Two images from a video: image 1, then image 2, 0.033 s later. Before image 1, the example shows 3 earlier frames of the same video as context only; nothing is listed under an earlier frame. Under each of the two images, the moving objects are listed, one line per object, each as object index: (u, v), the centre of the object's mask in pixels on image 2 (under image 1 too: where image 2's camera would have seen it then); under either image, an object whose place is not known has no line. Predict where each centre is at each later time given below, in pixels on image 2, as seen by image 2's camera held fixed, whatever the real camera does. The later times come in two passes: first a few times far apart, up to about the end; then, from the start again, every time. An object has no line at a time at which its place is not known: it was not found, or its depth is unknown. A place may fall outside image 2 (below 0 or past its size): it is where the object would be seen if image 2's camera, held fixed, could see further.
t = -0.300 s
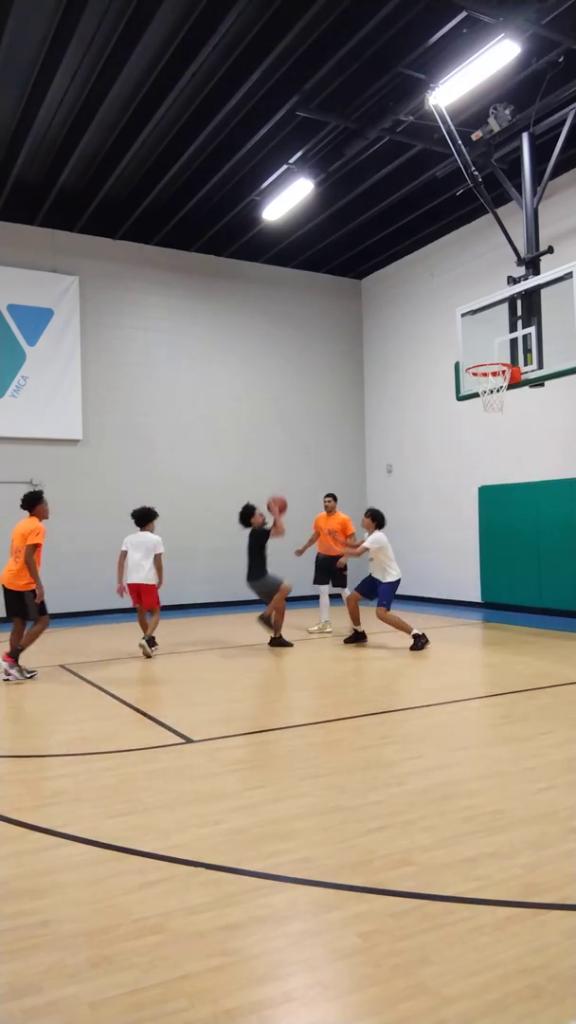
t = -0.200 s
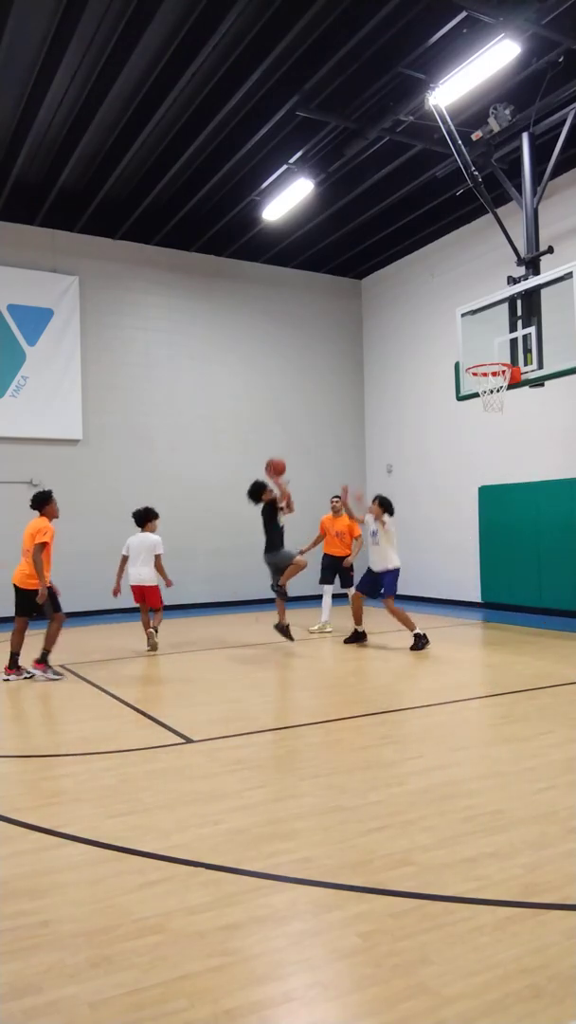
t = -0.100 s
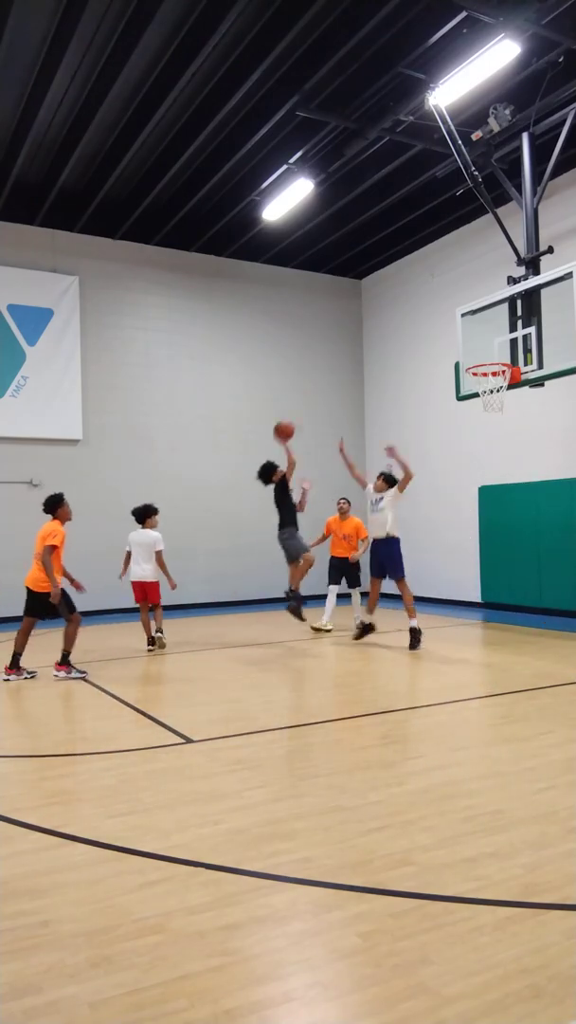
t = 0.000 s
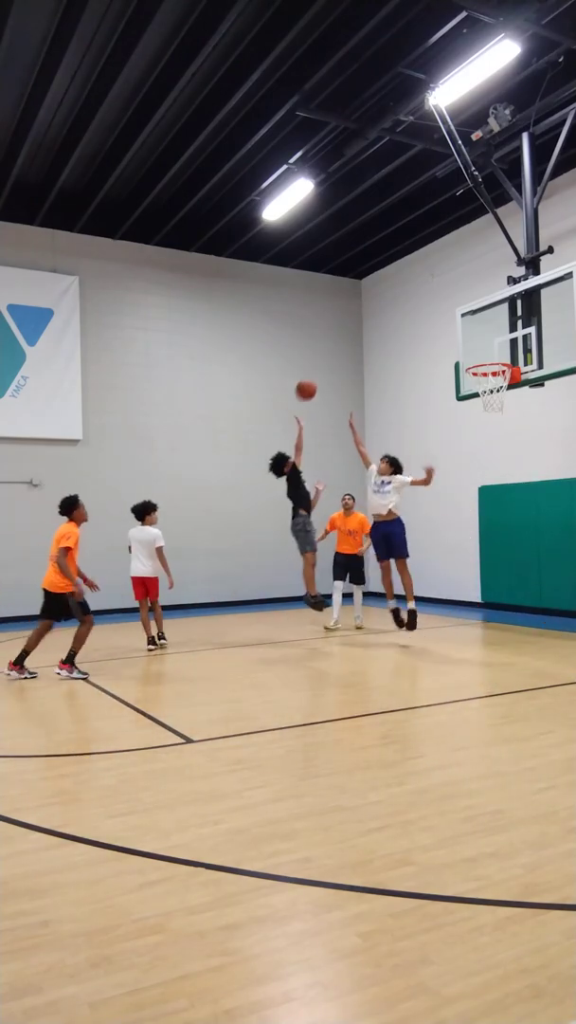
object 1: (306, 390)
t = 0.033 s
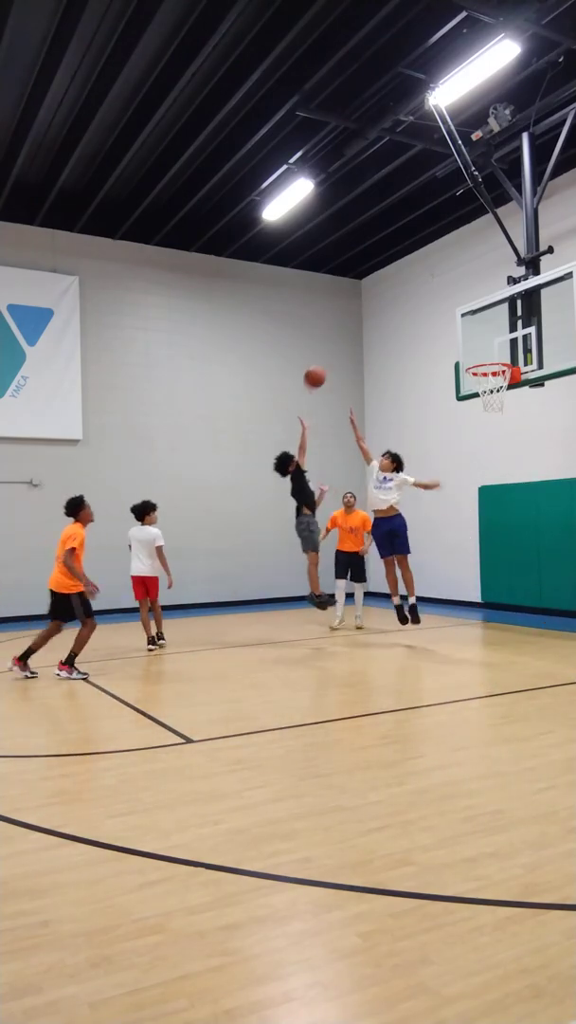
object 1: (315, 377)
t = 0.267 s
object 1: (374, 320)
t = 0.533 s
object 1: (444, 313)
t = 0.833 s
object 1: (509, 341)
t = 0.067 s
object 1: (323, 366)
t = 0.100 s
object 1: (331, 356)
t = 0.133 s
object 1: (339, 347)
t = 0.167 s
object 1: (348, 338)
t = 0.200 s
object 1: (357, 331)
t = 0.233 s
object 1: (366, 325)
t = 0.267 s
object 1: (374, 320)
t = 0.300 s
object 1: (383, 315)
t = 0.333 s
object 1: (391, 312)
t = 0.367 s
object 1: (400, 310)
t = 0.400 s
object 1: (408, 308)
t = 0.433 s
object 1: (417, 308)
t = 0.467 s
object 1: (426, 309)
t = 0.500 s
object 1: (435, 310)
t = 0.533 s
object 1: (444, 313)
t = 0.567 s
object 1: (452, 316)
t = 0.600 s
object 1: (461, 321)
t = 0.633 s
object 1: (470, 326)
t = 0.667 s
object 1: (479, 333)
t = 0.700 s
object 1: (488, 340)
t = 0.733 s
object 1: (497, 349)
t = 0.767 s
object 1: (507, 356)
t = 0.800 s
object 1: (508, 350)
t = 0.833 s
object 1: (509, 341)
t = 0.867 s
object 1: (510, 333)
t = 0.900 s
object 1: (511, 325)
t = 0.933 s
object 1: (512, 319)
